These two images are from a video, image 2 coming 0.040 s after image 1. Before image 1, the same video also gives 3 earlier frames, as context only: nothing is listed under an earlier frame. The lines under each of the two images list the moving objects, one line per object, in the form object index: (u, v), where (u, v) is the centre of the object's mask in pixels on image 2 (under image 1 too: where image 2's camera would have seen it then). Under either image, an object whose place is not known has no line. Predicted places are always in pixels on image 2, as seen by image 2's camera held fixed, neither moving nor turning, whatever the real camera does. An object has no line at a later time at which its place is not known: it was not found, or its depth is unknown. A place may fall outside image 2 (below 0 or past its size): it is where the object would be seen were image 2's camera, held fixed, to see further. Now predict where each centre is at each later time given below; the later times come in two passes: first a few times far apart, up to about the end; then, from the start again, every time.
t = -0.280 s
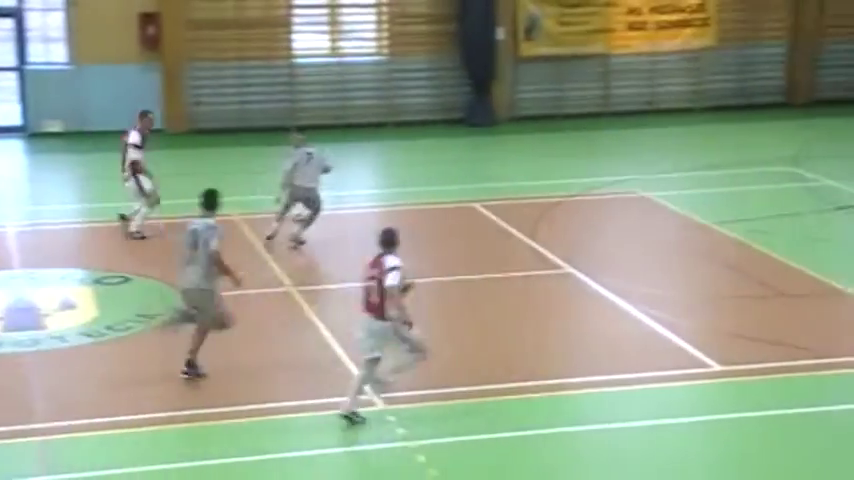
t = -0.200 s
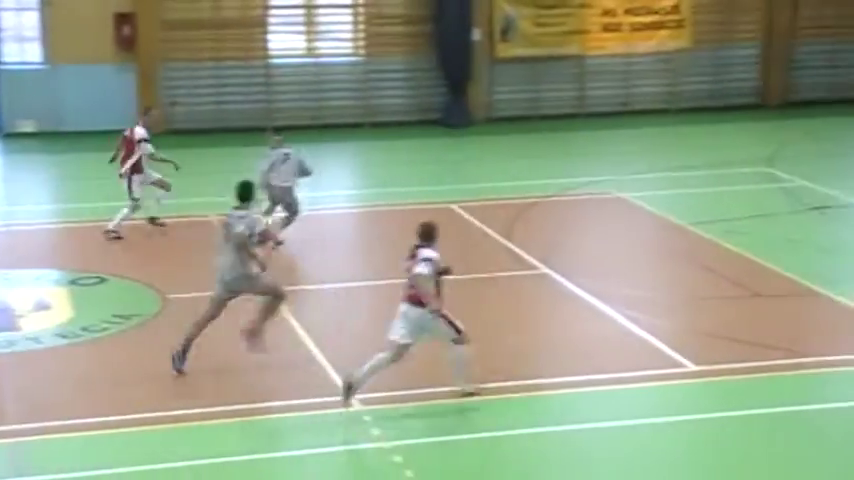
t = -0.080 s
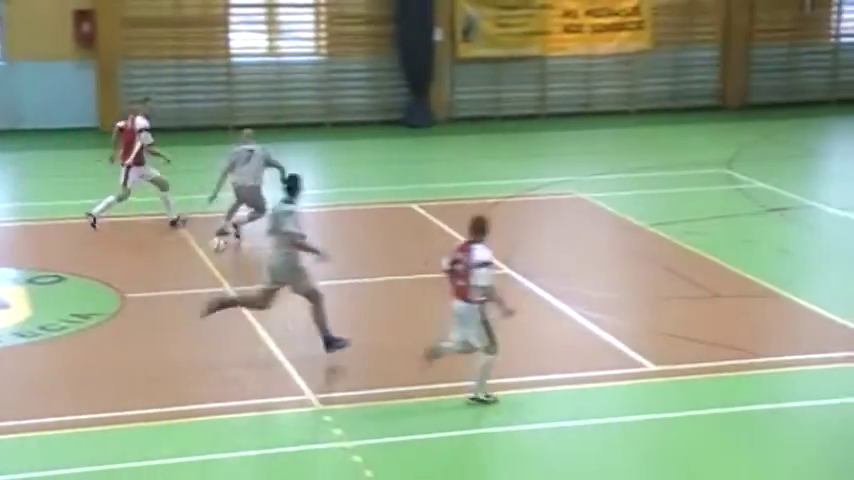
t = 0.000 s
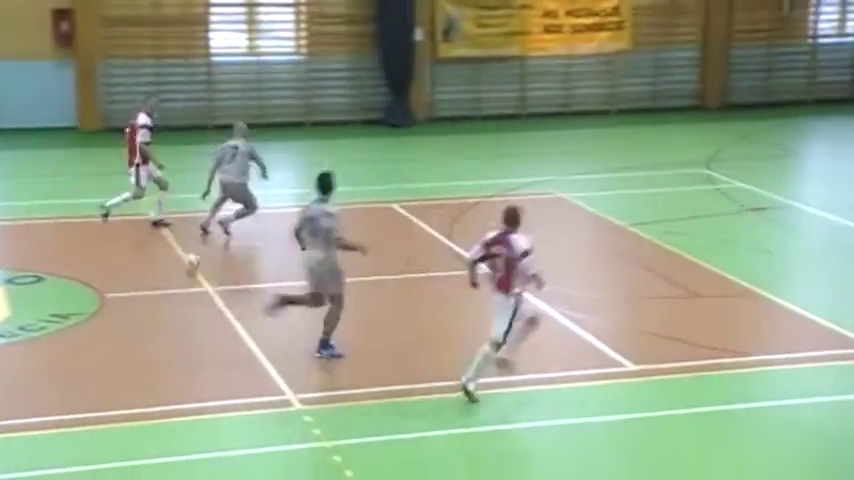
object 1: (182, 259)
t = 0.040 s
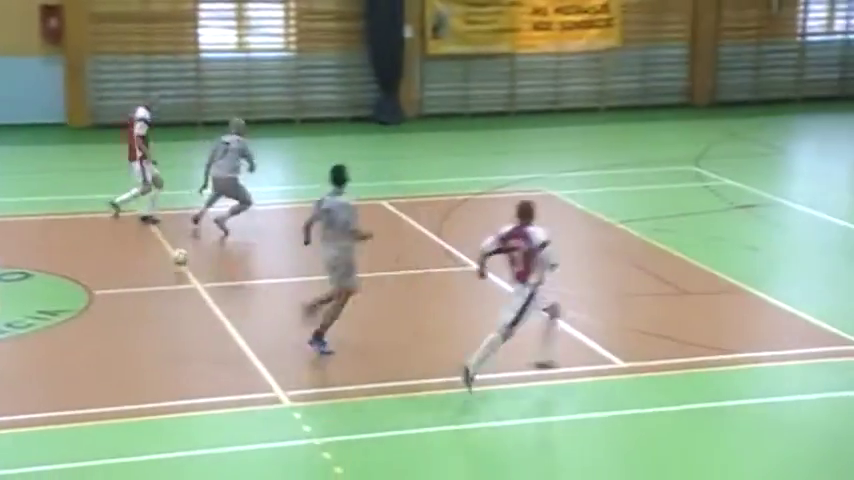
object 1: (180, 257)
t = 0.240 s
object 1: (182, 267)
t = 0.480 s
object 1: (187, 278)
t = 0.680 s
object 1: (194, 287)
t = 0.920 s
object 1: (201, 296)
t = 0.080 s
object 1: (181, 256)
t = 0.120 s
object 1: (181, 256)
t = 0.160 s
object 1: (181, 259)
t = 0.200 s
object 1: (181, 263)
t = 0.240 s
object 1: (182, 267)
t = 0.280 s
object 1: (182, 272)
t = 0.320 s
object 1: (183, 272)
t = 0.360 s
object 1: (185, 272)
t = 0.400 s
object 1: (185, 274)
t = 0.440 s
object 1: (185, 278)
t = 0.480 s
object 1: (187, 278)
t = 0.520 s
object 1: (188, 281)
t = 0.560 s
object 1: (189, 282)
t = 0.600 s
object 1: (191, 284)
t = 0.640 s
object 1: (191, 285)
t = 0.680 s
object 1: (194, 287)
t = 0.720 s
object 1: (195, 289)
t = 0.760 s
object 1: (196, 290)
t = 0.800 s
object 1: (197, 294)
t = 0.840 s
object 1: (198, 294)
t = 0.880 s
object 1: (199, 298)
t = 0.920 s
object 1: (201, 296)
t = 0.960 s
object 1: (202, 298)
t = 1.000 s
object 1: (203, 299)
